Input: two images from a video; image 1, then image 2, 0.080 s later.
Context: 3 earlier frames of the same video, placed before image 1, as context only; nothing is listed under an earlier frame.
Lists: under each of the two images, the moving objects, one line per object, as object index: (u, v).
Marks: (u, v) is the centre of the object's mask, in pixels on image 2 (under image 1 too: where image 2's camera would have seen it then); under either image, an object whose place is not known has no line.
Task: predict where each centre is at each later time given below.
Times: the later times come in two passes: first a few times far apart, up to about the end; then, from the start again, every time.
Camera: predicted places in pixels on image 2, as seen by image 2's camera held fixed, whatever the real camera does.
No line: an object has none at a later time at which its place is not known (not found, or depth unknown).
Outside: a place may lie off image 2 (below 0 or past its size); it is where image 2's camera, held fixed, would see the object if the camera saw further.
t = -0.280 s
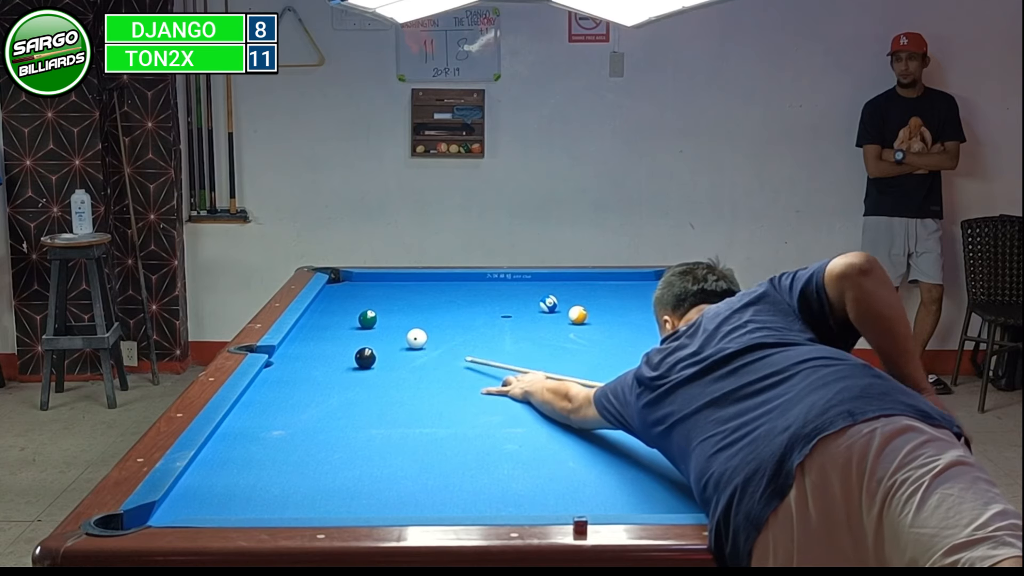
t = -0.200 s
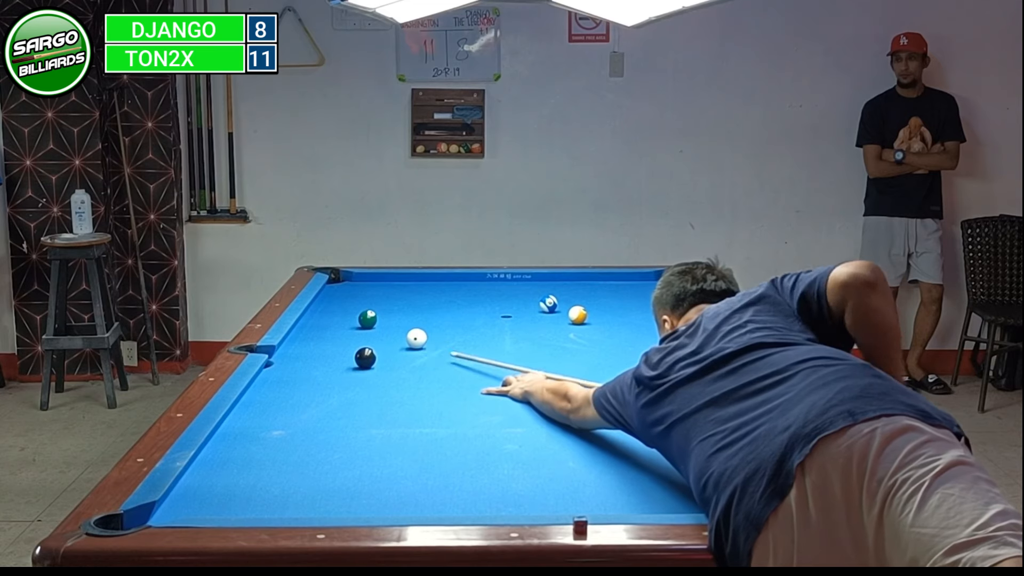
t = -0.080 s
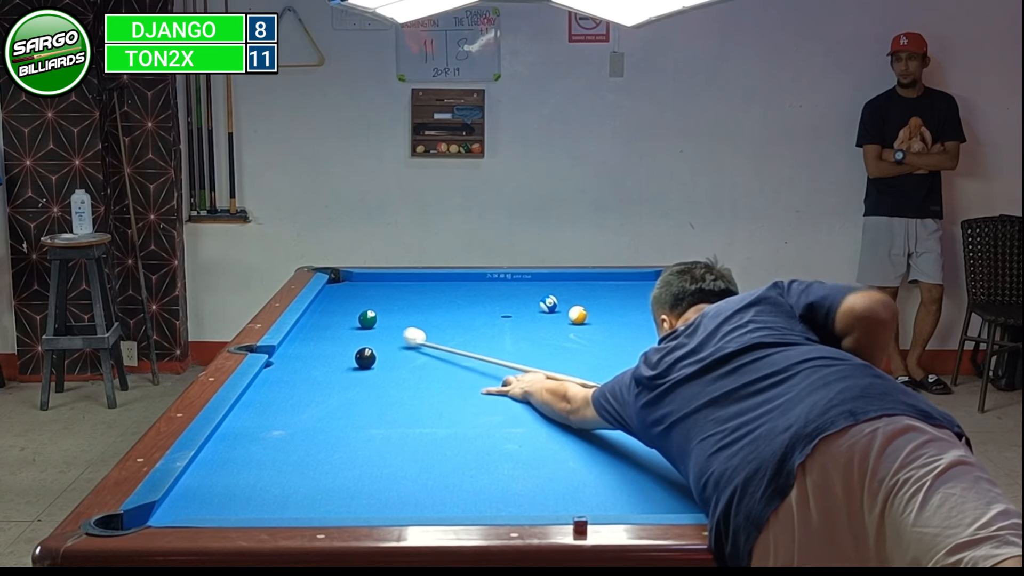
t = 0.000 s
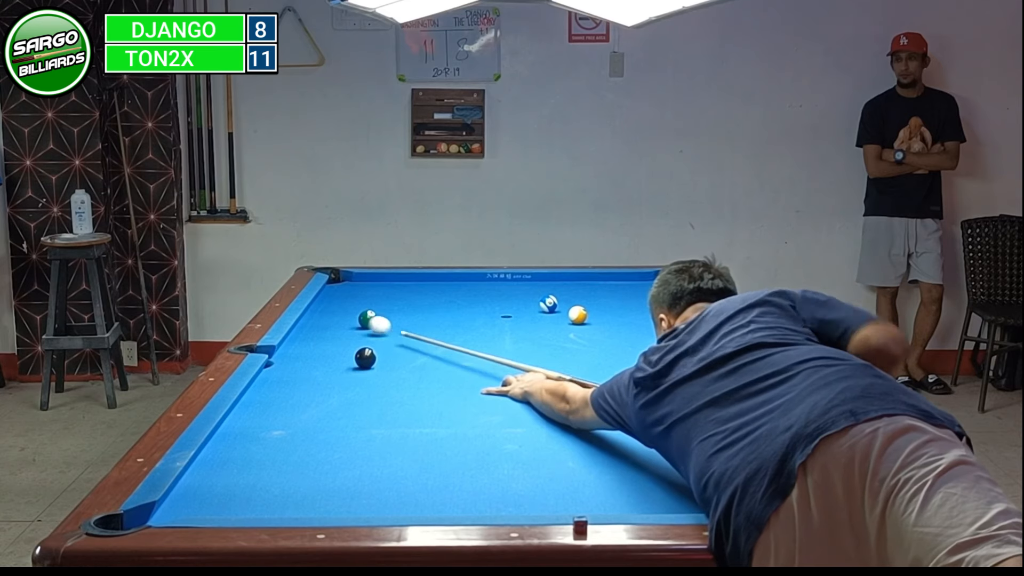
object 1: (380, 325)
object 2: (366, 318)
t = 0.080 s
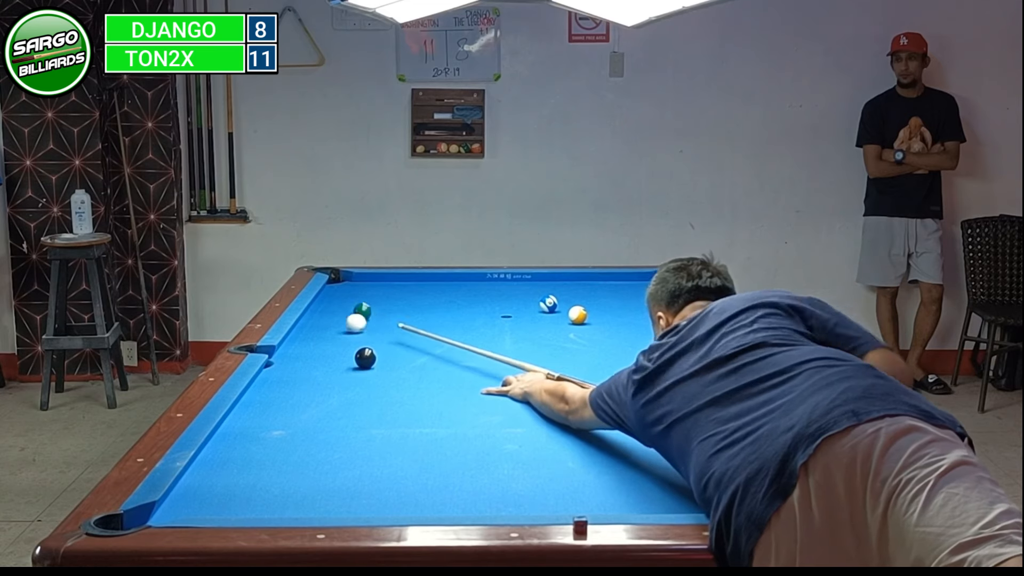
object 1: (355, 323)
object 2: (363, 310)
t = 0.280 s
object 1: (317, 324)
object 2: (349, 294)
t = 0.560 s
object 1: (318, 328)
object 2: (335, 275)
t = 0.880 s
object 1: (340, 333)
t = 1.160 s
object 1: (359, 338)
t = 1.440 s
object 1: (378, 341)
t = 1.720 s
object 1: (394, 345)
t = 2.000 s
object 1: (409, 349)
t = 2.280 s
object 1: (423, 352)
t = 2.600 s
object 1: (438, 355)
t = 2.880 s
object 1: (450, 358)
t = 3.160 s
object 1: (460, 360)
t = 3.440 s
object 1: (468, 362)
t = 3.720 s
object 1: (475, 363)
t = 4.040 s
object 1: (480, 364)
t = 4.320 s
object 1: (482, 365)
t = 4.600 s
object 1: (482, 365)
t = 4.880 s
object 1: (481, 365)
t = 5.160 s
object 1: (481, 365)
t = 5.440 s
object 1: (481, 365)
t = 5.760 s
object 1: (481, 365)
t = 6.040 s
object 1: (481, 365)
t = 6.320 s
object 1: (481, 365)
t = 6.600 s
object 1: (481, 365)
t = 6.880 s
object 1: (481, 365)
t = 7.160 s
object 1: (481, 365)
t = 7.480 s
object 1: (481, 365)
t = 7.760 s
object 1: (481, 365)
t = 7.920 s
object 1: (481, 365)
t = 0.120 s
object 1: (349, 323)
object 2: (359, 308)
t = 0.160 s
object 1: (339, 324)
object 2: (356, 303)
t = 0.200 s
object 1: (333, 324)
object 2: (353, 300)
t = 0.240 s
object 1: (327, 324)
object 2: (351, 297)
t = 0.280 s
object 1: (317, 324)
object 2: (349, 294)
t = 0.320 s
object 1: (311, 325)
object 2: (347, 290)
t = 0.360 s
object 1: (305, 325)
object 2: (345, 288)
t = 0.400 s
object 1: (306, 326)
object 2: (343, 285)
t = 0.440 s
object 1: (309, 326)
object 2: (341, 282)
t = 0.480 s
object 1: (313, 327)
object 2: (338, 278)
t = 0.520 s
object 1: (315, 328)
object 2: (337, 277)
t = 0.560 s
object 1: (318, 328)
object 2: (335, 275)
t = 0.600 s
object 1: (321, 329)
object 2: (329, 281)
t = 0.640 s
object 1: (323, 329)
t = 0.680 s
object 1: (327, 330)
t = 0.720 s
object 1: (329, 331)
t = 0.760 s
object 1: (332, 332)
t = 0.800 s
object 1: (335, 332)
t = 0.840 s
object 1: (337, 333)
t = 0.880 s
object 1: (340, 333)
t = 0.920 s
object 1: (343, 334)
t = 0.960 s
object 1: (345, 335)
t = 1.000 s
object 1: (348, 335)
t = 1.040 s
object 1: (351, 336)
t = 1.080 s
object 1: (353, 336)
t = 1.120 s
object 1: (357, 337)
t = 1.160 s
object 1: (359, 338)
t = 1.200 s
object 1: (361, 338)
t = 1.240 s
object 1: (364, 338)
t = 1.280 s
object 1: (367, 339)
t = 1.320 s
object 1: (369, 339)
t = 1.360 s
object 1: (373, 340)
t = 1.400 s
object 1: (374, 340)
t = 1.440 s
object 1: (378, 341)
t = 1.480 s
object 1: (380, 342)
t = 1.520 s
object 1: (382, 343)
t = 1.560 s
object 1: (385, 343)
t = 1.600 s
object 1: (387, 344)
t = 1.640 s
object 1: (389, 344)
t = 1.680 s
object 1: (392, 345)
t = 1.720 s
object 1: (394, 345)
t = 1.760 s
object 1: (396, 346)
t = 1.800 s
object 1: (398, 346)
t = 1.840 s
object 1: (400, 347)
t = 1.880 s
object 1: (403, 348)
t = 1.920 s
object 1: (405, 348)
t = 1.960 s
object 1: (407, 348)
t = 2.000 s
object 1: (409, 349)
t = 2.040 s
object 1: (411, 349)
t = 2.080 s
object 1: (414, 350)
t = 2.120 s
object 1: (416, 350)
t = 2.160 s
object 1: (417, 351)
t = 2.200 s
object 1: (420, 351)
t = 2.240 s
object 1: (422, 352)
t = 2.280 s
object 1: (423, 352)
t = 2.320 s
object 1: (426, 353)
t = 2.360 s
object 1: (428, 353)
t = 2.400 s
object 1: (430, 353)
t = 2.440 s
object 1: (432, 354)
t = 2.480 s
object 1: (433, 354)
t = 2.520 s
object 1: (435, 355)
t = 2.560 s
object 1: (437, 355)
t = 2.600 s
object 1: (438, 355)
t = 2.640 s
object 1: (441, 356)
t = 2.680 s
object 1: (442, 356)
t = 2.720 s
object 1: (444, 357)
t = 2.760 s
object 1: (445, 357)
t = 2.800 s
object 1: (447, 357)
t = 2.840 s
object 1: (449, 358)
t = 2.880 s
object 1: (450, 358)
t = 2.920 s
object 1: (452, 358)
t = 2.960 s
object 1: (453, 359)
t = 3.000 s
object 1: (454, 359)
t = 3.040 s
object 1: (456, 359)
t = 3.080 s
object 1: (457, 360)
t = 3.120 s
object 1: (458, 360)
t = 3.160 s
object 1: (460, 360)
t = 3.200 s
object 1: (461, 360)
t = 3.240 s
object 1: (462, 361)
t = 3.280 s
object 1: (464, 361)
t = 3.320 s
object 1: (465, 361)
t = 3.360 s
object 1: (466, 361)
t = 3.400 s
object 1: (467, 361)
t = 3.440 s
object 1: (468, 362)
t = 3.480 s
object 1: (469, 362)
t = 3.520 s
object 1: (470, 362)
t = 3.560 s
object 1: (471, 362)
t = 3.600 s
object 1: (472, 362)
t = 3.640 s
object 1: (473, 363)
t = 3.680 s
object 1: (474, 363)
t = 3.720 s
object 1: (475, 363)
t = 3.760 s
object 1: (475, 363)
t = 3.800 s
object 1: (476, 363)
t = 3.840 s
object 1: (477, 364)
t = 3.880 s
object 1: (477, 364)
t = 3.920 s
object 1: (478, 364)
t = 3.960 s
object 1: (478, 364)
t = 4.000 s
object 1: (479, 364)
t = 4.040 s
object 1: (480, 364)
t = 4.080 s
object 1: (480, 364)
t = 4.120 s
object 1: (481, 364)
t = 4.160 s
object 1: (481, 365)
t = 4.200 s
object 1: (481, 365)
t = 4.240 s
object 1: (481, 365)
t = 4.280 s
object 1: (482, 365)
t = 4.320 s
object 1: (482, 365)
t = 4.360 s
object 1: (482, 365)
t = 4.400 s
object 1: (482, 365)
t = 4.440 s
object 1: (482, 365)
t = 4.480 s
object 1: (482, 365)
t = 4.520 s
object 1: (482, 365)
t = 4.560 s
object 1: (482, 365)
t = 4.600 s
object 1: (482, 365)
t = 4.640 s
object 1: (482, 365)
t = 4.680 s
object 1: (482, 365)
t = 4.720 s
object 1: (481, 365)
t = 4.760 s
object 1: (481, 365)
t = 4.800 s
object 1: (481, 365)
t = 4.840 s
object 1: (481, 365)
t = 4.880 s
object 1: (481, 365)
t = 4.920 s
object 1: (481, 365)
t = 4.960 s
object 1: (481, 365)
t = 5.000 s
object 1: (481, 365)
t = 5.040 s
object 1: (481, 365)
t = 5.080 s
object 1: (481, 365)
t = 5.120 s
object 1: (481, 365)
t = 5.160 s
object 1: (481, 365)
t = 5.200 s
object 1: (481, 365)
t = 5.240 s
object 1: (481, 365)
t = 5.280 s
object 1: (481, 365)
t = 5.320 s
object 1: (481, 365)
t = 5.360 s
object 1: (481, 365)
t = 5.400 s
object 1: (481, 365)
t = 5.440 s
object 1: (481, 365)
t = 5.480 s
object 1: (481, 365)
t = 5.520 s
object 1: (481, 365)
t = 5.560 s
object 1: (481, 365)
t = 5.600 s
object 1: (481, 365)
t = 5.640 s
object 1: (481, 365)
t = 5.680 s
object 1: (481, 365)
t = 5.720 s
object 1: (481, 365)
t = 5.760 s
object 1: (481, 365)
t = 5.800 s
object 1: (481, 365)
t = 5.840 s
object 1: (481, 365)
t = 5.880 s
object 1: (481, 365)
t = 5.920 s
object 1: (481, 365)
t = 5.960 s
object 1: (481, 365)
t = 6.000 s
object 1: (481, 365)
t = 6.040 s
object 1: (481, 365)
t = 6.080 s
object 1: (481, 365)
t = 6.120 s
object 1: (481, 365)
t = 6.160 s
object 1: (481, 365)
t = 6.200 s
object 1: (481, 365)
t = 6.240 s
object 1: (481, 365)
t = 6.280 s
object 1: (481, 365)
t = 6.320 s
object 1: (481, 365)
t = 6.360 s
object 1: (481, 365)
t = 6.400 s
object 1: (481, 365)
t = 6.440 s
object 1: (481, 365)
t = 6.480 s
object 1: (481, 365)
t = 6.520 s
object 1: (481, 365)
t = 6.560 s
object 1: (481, 365)
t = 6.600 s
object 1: (481, 365)
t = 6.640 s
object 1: (481, 365)
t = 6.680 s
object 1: (481, 365)
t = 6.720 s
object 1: (481, 365)
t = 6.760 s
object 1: (481, 365)
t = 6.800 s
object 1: (481, 365)
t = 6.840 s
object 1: (481, 365)
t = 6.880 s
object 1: (481, 365)
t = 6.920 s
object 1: (481, 365)
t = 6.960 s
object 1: (481, 365)
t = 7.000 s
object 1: (481, 365)
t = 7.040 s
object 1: (481, 365)
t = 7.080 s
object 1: (481, 365)
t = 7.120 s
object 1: (481, 365)
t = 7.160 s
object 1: (481, 365)
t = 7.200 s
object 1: (481, 365)
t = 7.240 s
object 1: (481, 365)
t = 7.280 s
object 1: (481, 365)
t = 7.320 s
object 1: (481, 365)
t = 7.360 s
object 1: (481, 365)
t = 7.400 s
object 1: (481, 365)
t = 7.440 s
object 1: (481, 365)
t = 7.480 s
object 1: (481, 365)
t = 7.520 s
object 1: (481, 365)
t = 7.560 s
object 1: (481, 365)
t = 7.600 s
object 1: (481, 365)
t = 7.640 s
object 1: (481, 365)
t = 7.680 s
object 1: (481, 365)
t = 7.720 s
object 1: (481, 365)
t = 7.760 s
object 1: (481, 365)
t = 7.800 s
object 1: (481, 365)
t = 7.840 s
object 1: (481, 365)
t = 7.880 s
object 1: (481, 365)
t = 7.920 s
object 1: (481, 365)
